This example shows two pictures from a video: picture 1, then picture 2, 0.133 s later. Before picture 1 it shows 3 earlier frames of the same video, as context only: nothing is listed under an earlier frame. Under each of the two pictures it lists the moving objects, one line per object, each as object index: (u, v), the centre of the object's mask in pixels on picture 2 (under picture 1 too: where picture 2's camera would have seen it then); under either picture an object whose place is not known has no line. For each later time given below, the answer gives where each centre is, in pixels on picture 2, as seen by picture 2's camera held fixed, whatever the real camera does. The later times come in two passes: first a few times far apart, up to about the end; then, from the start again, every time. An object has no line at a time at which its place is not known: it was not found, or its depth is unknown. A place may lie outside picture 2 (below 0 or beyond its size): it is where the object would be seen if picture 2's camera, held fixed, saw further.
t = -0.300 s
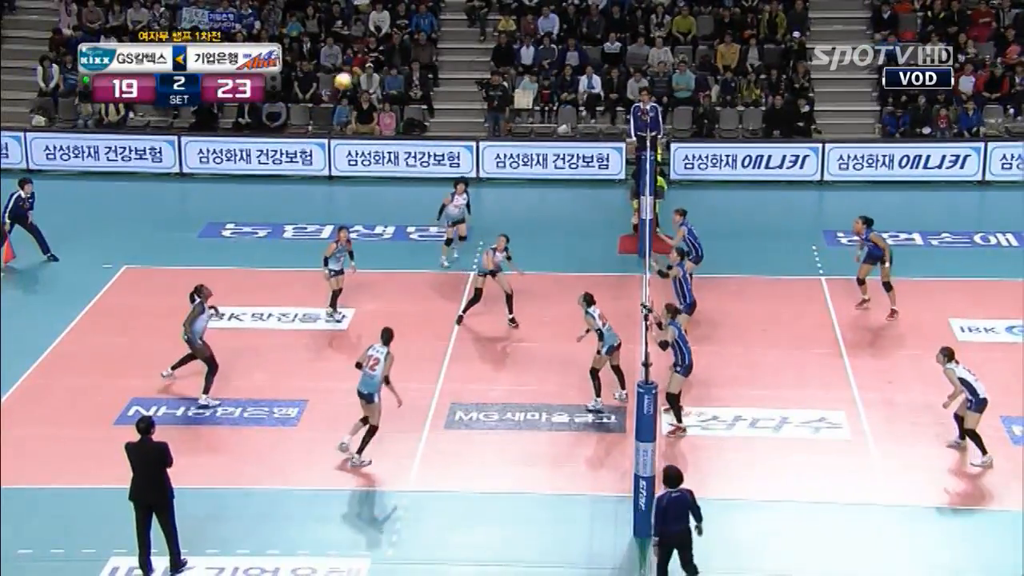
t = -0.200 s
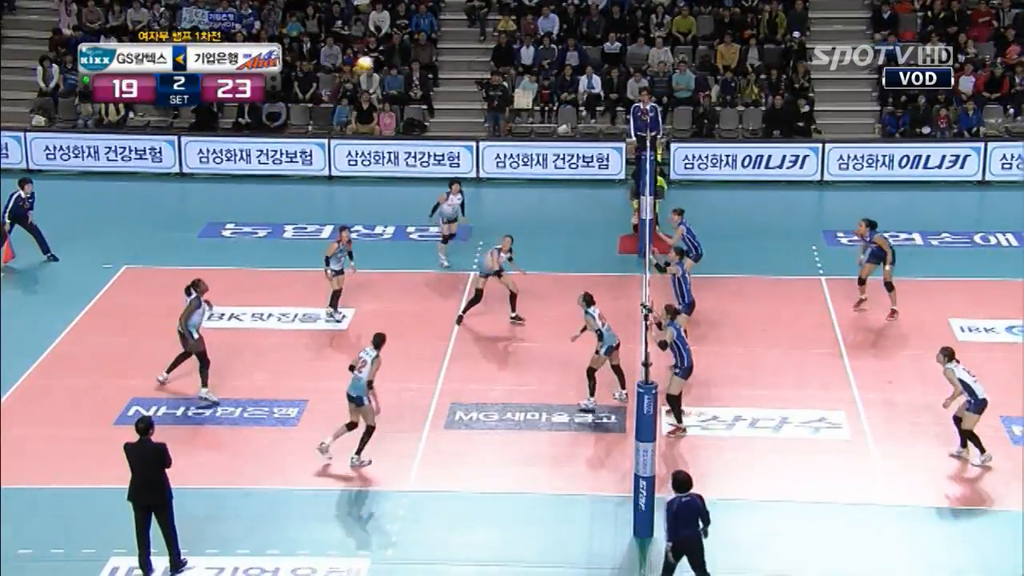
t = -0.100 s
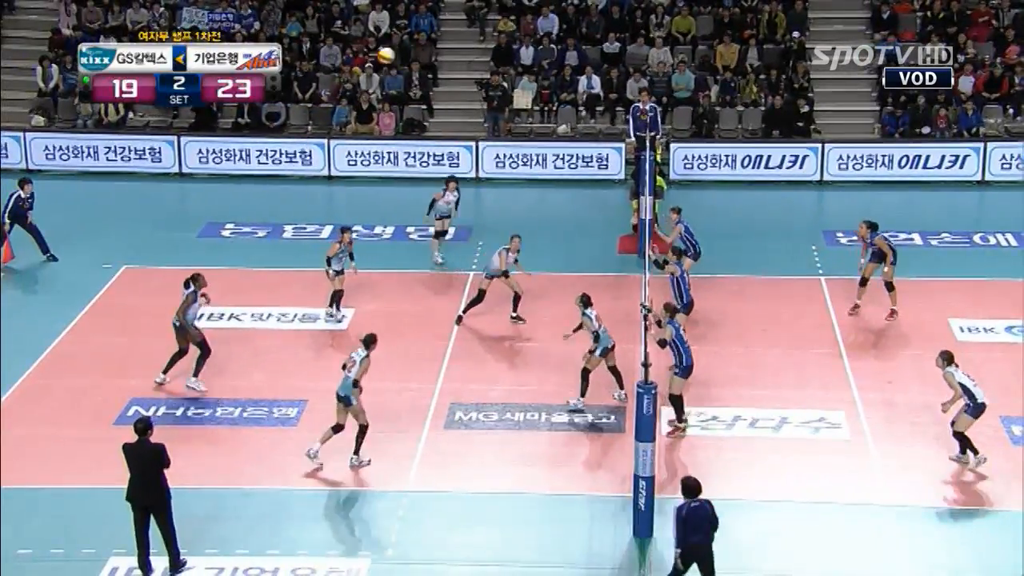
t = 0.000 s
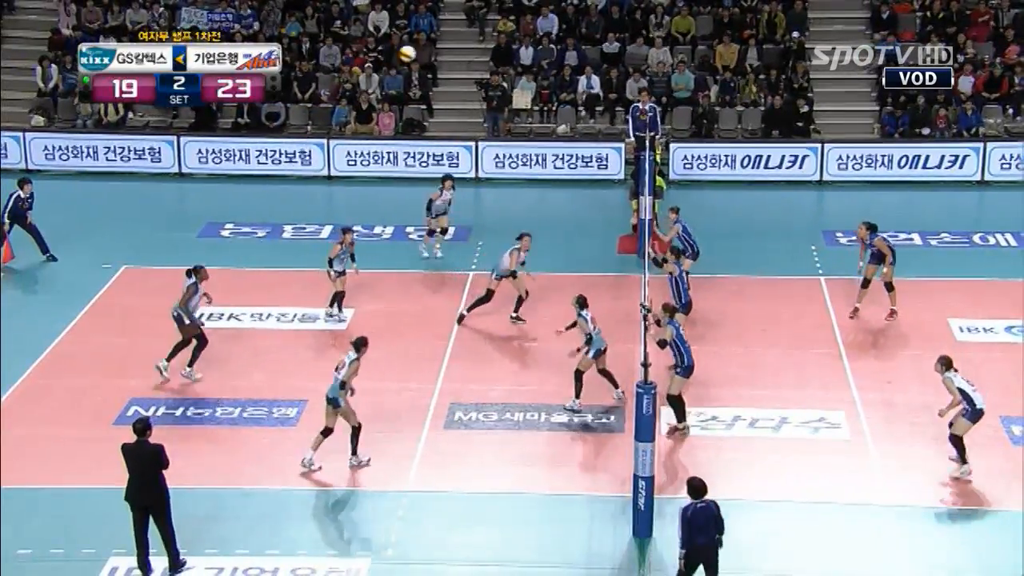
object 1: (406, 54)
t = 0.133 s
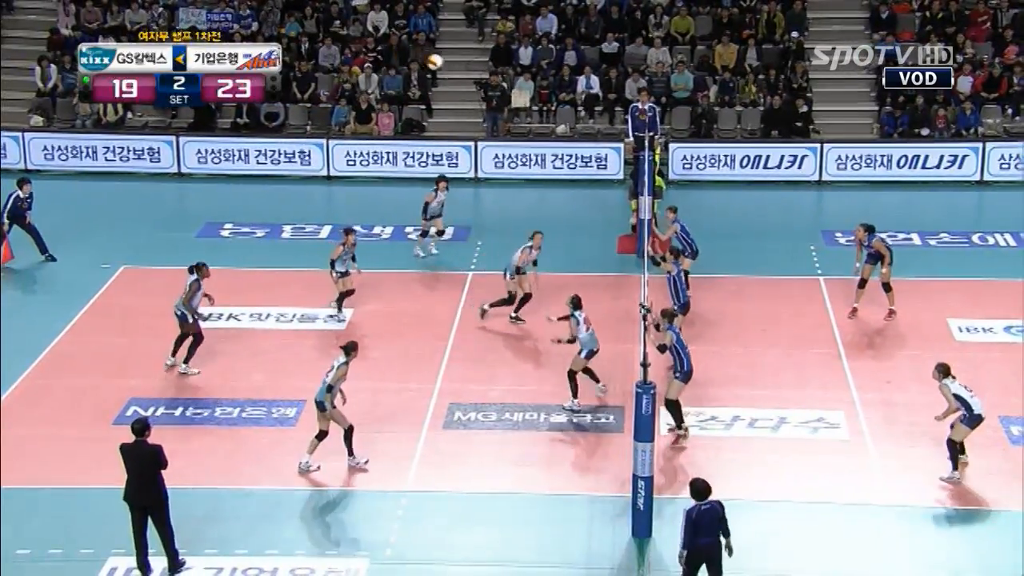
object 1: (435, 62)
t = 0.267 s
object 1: (462, 82)
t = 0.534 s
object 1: (515, 160)
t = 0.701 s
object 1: (547, 229)
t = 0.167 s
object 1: (441, 65)
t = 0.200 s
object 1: (447, 70)
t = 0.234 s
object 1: (455, 76)
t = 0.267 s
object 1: (462, 82)
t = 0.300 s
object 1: (470, 90)
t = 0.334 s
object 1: (477, 98)
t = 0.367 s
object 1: (484, 107)
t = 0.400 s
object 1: (491, 117)
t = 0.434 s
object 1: (498, 126)
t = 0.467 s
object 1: (504, 136)
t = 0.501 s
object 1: (510, 147)
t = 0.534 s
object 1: (515, 160)
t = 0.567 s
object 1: (523, 173)
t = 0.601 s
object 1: (530, 185)
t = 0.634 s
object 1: (535, 198)
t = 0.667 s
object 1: (541, 213)
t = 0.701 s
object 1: (547, 229)
